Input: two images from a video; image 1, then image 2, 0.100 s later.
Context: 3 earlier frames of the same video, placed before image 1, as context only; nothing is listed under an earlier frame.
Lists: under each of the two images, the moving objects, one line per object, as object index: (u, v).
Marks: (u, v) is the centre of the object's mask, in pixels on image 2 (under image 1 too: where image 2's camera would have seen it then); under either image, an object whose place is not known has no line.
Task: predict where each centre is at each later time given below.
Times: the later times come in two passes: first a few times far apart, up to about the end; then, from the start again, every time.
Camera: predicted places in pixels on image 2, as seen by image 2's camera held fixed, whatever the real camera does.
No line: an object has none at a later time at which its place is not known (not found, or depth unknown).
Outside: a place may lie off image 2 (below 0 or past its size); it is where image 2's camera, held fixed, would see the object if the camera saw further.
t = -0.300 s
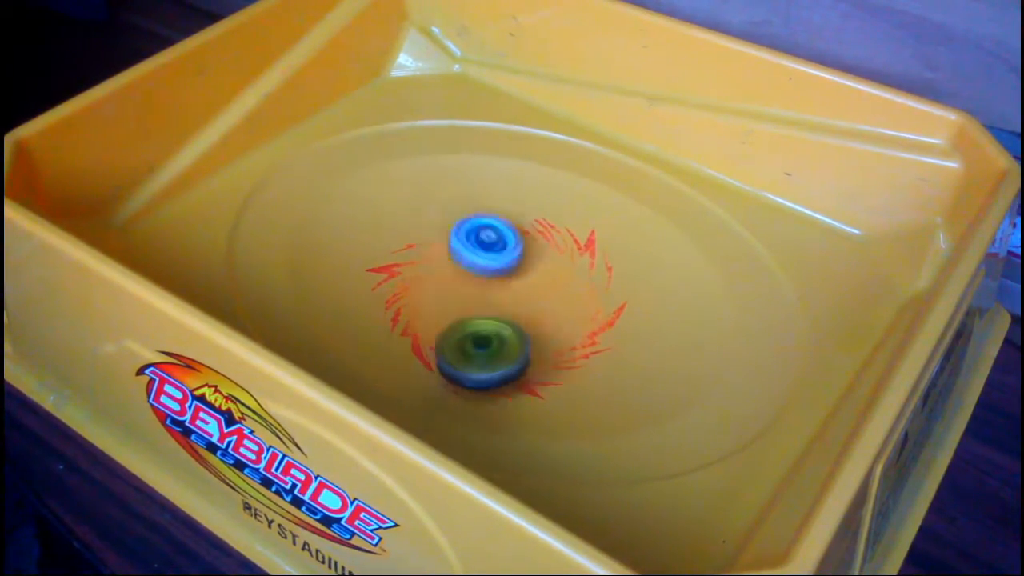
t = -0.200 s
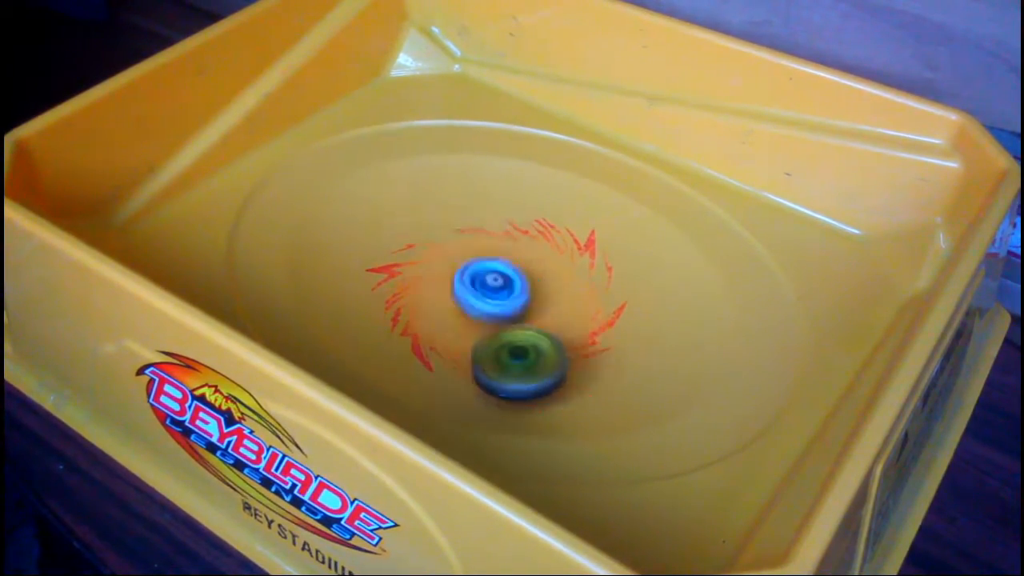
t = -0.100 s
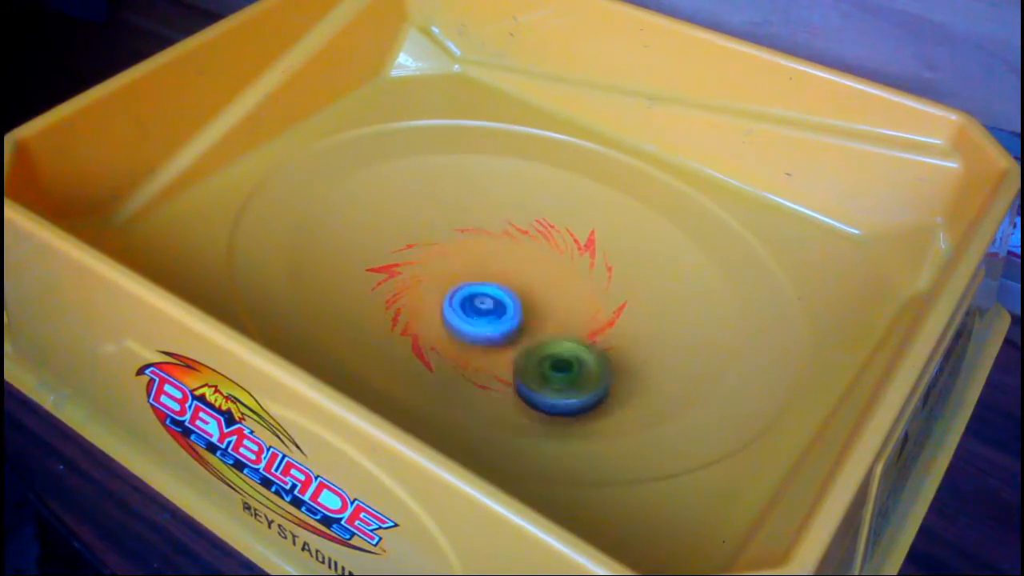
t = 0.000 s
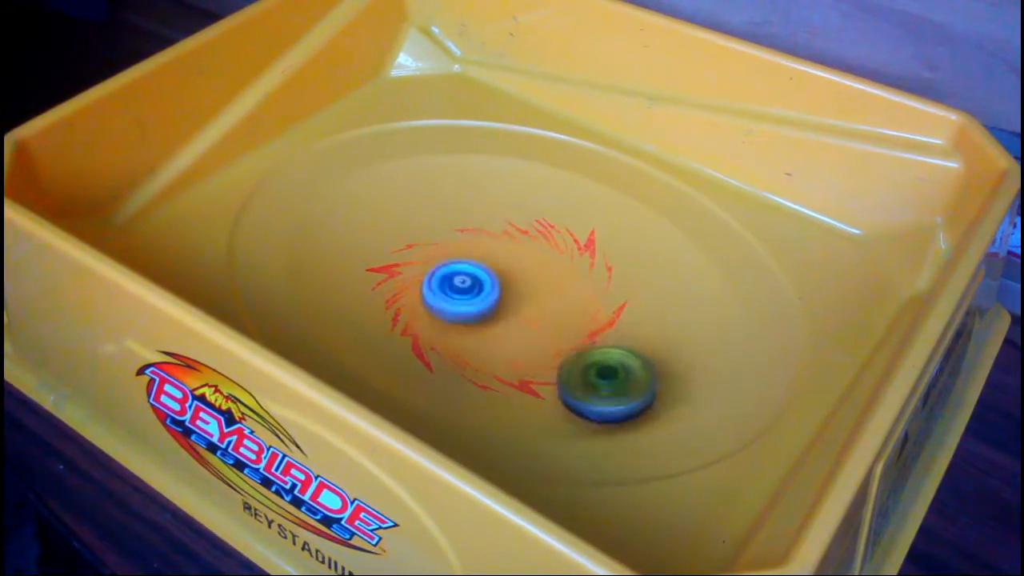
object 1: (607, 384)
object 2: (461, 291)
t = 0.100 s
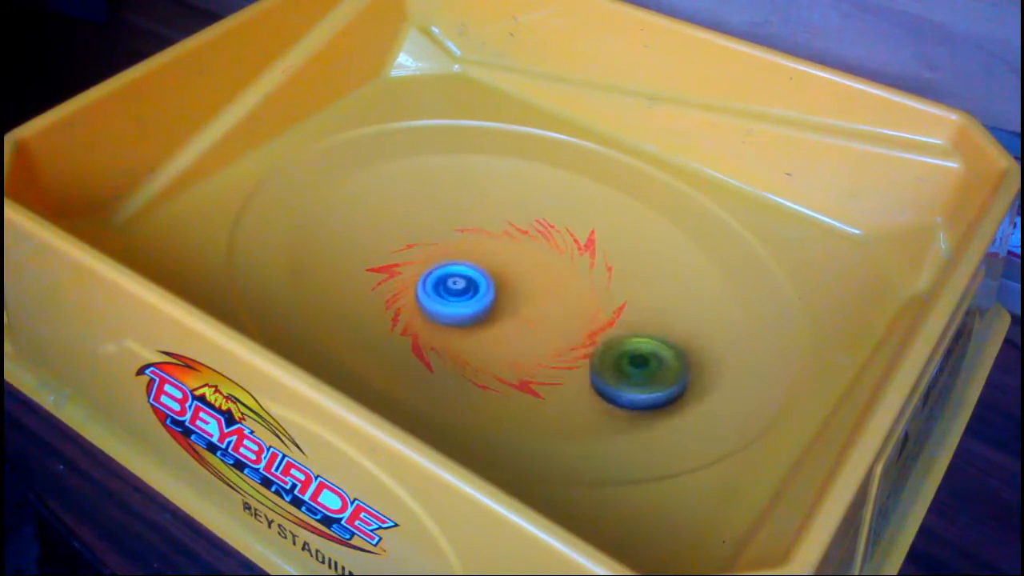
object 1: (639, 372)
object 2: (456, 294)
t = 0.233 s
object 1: (655, 345)
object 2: (457, 296)
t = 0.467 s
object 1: (618, 287)
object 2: (467, 293)
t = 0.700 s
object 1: (551, 244)
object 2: (495, 292)
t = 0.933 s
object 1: (486, 211)
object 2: (518, 298)
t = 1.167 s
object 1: (419, 196)
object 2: (532, 304)
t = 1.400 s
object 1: (380, 211)
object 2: (539, 303)
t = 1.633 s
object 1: (400, 251)
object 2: (538, 298)
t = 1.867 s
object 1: (441, 267)
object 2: (558, 295)
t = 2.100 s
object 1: (463, 270)
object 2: (577, 339)
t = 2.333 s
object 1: (489, 253)
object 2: (509, 358)
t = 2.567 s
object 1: (504, 225)
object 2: (443, 308)
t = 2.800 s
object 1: (494, 213)
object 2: (529, 268)
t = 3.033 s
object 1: (482, 225)
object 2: (627, 279)
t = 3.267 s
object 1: (507, 249)
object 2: (600, 337)
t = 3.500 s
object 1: (531, 241)
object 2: (487, 355)
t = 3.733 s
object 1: (539, 230)
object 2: (389, 278)
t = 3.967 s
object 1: (576, 237)
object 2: (393, 200)
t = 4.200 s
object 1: (617, 239)
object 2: (425, 150)
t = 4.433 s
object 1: (592, 252)
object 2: (524, 225)
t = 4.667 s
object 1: (592, 297)
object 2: (423, 277)
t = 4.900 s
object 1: (567, 331)
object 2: (343, 241)
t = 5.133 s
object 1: (523, 342)
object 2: (411, 229)
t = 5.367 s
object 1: (479, 337)
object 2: (500, 283)
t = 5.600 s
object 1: (455, 324)
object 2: (591, 301)
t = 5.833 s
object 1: (436, 286)
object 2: (595, 346)
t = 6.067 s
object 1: (432, 244)
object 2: (521, 325)
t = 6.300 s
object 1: (451, 215)
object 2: (522, 260)
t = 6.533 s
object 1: (469, 195)
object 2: (585, 237)
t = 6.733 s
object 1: (482, 201)
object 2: (590, 284)
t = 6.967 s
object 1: (503, 208)
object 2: (515, 316)
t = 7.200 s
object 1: (493, 212)
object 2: (409, 336)
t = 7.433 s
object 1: (507, 244)
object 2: (386, 260)
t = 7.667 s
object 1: (523, 281)
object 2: (488, 227)
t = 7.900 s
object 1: (519, 315)
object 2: (592, 257)
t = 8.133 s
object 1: (506, 339)
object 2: (598, 328)
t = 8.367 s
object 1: (483, 341)
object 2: (580, 354)
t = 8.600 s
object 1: (464, 315)
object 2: (574, 330)
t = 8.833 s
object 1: (449, 274)
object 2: (590, 281)
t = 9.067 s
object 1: (462, 236)
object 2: (615, 257)
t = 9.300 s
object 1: (485, 213)
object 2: (572, 263)
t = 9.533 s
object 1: (482, 193)
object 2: (535, 261)
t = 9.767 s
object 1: (478, 206)
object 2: (499, 267)
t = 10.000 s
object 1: (475, 218)
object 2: (468, 314)
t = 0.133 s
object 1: (646, 366)
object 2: (455, 294)
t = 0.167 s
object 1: (651, 360)
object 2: (455, 295)
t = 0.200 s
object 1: (654, 352)
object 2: (456, 296)
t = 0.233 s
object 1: (655, 345)
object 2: (457, 296)
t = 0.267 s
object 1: (654, 336)
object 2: (458, 296)
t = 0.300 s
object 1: (651, 328)
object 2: (459, 296)
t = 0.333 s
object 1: (647, 319)
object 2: (460, 296)
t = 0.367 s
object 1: (641, 311)
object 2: (461, 296)
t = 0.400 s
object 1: (634, 303)
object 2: (462, 295)
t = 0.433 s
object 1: (626, 295)
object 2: (465, 295)
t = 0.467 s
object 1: (618, 287)
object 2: (467, 293)
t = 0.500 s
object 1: (608, 280)
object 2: (470, 293)
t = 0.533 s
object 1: (599, 273)
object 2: (473, 292)
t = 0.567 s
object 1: (589, 266)
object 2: (477, 292)
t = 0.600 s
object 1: (579, 260)
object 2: (481, 292)
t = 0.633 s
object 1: (570, 255)
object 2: (485, 292)
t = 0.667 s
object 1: (560, 249)
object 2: (490, 292)
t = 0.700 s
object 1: (551, 244)
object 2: (495, 292)
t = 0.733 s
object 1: (542, 240)
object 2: (499, 292)
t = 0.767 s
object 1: (533, 235)
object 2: (502, 293)
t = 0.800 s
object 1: (525, 230)
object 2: (505, 294)
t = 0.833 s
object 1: (516, 224)
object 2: (509, 295)
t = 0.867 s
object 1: (507, 219)
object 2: (512, 296)
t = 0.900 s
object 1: (497, 215)
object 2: (515, 297)
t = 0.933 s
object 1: (486, 211)
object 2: (518, 298)
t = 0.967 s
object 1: (477, 207)
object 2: (521, 299)
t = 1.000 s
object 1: (466, 204)
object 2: (523, 300)
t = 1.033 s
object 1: (456, 201)
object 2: (525, 302)
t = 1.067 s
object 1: (446, 199)
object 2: (527, 303)
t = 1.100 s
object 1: (437, 197)
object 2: (529, 304)
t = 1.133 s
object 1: (427, 196)
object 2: (531, 304)
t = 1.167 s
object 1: (419, 196)
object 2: (532, 304)
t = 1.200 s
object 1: (411, 196)
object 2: (534, 304)
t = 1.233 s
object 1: (404, 197)
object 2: (535, 305)
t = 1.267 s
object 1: (397, 198)
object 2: (536, 305)
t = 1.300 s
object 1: (391, 200)
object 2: (537, 304)
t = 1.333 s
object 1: (386, 203)
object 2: (538, 304)
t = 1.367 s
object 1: (383, 207)
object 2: (539, 304)
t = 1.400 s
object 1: (380, 211)
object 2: (539, 303)
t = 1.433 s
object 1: (379, 215)
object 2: (539, 303)
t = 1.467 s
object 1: (379, 220)
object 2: (540, 303)
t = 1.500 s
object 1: (380, 227)
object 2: (540, 302)
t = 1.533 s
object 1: (383, 233)
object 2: (539, 301)
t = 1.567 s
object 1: (387, 239)
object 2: (539, 301)
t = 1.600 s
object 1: (393, 245)
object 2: (539, 300)
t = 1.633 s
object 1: (400, 251)
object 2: (538, 298)
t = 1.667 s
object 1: (407, 257)
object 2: (537, 297)
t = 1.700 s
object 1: (416, 262)
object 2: (536, 295)
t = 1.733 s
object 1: (424, 266)
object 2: (535, 294)
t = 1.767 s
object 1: (433, 269)
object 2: (535, 293)
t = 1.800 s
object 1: (443, 271)
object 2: (534, 290)
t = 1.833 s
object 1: (450, 273)
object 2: (537, 290)
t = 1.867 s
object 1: (441, 267)
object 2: (558, 295)
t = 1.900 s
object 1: (439, 264)
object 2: (572, 300)
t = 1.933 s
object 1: (441, 264)
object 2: (581, 304)
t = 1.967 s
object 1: (446, 264)
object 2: (585, 311)
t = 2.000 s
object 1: (451, 266)
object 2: (587, 318)
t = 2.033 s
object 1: (455, 268)
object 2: (587, 326)
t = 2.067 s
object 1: (459, 269)
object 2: (584, 332)
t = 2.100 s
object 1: (463, 270)
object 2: (577, 339)
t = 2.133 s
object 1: (468, 271)
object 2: (568, 343)
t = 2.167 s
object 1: (473, 273)
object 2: (556, 345)
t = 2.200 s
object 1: (477, 274)
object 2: (543, 345)
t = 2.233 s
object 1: (483, 276)
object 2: (530, 342)
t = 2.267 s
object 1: (487, 276)
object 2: (518, 338)
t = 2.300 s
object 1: (488, 265)
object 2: (515, 350)
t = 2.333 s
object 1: (489, 253)
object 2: (509, 358)
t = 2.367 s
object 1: (490, 246)
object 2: (498, 361)
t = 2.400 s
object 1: (493, 241)
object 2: (482, 357)
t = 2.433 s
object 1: (495, 238)
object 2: (466, 351)
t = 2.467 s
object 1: (496, 234)
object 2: (453, 341)
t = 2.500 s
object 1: (499, 231)
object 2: (444, 330)
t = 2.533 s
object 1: (502, 228)
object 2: (441, 318)
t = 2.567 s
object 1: (504, 225)
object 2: (443, 308)
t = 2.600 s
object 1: (504, 223)
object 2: (451, 299)
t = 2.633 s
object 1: (504, 221)
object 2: (463, 292)
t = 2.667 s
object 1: (503, 219)
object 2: (475, 286)
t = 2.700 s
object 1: (501, 216)
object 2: (489, 281)
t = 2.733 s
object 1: (498, 214)
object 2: (502, 276)
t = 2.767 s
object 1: (496, 213)
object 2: (515, 272)
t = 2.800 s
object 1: (494, 213)
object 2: (529, 268)
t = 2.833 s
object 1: (491, 213)
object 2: (543, 265)
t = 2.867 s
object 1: (488, 213)
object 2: (557, 263)
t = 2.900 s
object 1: (485, 215)
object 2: (571, 261)
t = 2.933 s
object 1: (483, 217)
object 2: (585, 261)
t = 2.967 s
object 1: (483, 219)
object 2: (601, 265)
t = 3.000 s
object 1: (482, 222)
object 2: (615, 271)
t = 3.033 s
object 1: (482, 225)
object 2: (627, 279)
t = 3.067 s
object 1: (484, 228)
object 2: (635, 288)
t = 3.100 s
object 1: (488, 232)
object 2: (639, 299)
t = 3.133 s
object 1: (491, 235)
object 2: (640, 309)
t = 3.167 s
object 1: (495, 238)
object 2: (636, 318)
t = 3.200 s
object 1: (499, 242)
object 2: (627, 327)
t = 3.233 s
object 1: (503, 245)
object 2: (614, 332)
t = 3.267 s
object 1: (507, 249)
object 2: (600, 337)
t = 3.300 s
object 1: (510, 253)
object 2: (583, 339)
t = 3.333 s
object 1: (515, 257)
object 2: (566, 338)
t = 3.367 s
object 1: (518, 261)
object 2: (548, 335)
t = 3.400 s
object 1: (522, 264)
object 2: (531, 329)
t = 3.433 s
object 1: (526, 256)
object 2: (520, 343)
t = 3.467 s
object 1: (529, 246)
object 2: (504, 352)
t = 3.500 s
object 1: (531, 241)
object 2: (487, 355)
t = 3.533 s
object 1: (534, 238)
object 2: (467, 351)
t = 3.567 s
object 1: (535, 237)
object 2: (445, 343)
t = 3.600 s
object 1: (537, 236)
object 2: (425, 332)
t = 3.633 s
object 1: (540, 235)
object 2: (409, 321)
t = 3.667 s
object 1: (542, 233)
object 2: (398, 307)
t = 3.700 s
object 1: (542, 232)
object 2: (391, 293)
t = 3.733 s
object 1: (539, 230)
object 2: (389, 278)
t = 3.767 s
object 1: (534, 229)
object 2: (393, 265)
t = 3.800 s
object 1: (530, 227)
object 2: (401, 252)
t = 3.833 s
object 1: (526, 227)
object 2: (412, 242)
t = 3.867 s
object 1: (523, 227)
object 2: (425, 234)
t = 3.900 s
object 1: (520, 228)
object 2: (440, 227)
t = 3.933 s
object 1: (550, 233)
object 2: (416, 214)
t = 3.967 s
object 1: (576, 237)
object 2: (393, 200)
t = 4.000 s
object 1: (595, 241)
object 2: (378, 188)
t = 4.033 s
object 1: (606, 244)
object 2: (372, 179)
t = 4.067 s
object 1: (611, 245)
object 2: (374, 170)
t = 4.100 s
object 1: (614, 244)
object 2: (381, 162)
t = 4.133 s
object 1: (615, 242)
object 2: (394, 154)
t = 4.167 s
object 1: (617, 240)
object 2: (408, 150)
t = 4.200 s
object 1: (617, 239)
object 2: (425, 150)
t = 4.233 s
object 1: (615, 238)
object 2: (443, 153)
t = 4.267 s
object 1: (612, 239)
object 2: (462, 159)
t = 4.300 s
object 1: (607, 240)
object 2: (479, 169)
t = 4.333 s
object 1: (603, 241)
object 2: (496, 181)
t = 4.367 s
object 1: (599, 244)
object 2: (509, 195)
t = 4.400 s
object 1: (594, 246)
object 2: (520, 211)
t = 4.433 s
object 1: (592, 252)
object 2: (524, 225)
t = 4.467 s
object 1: (593, 260)
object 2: (516, 235)
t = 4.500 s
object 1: (594, 267)
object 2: (501, 242)
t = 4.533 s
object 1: (595, 274)
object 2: (487, 250)
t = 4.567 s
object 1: (595, 279)
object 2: (471, 257)
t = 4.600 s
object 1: (594, 285)
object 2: (456, 264)
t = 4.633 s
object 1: (593, 291)
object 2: (439, 271)
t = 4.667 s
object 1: (592, 297)
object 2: (423, 277)
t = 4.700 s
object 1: (590, 302)
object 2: (407, 278)
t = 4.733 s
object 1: (587, 308)
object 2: (391, 276)
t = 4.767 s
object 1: (585, 313)
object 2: (377, 271)
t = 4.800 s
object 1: (581, 318)
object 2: (364, 265)
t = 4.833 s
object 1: (577, 322)
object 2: (353, 257)
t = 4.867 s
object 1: (572, 327)
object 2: (346, 248)
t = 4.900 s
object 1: (567, 331)
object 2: (343, 241)
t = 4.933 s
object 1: (561, 333)
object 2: (343, 233)
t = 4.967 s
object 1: (555, 336)
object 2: (346, 227)
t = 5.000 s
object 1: (549, 338)
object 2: (354, 222)
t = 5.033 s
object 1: (543, 340)
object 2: (365, 220)
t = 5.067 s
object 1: (536, 341)
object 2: (379, 221)
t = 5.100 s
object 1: (529, 342)
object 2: (395, 224)
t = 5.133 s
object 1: (523, 342)
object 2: (411, 229)
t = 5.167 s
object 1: (516, 342)
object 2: (427, 234)
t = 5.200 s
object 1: (509, 342)
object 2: (442, 242)
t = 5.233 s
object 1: (502, 341)
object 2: (456, 250)
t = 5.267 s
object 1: (496, 339)
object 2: (467, 261)
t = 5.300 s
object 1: (490, 337)
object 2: (479, 272)
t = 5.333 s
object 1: (484, 337)
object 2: (489, 280)
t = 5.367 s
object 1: (479, 337)
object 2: (500, 283)
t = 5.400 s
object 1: (473, 337)
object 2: (513, 286)
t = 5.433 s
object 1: (469, 336)
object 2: (526, 287)
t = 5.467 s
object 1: (465, 335)
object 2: (540, 288)
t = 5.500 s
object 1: (462, 332)
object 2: (554, 291)
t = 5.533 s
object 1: (460, 330)
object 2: (567, 293)
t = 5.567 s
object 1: (457, 327)
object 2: (580, 296)
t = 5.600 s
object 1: (455, 324)
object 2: (591, 301)
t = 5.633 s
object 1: (453, 320)
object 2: (599, 307)
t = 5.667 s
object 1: (452, 315)
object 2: (605, 314)
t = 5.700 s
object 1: (450, 311)
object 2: (609, 322)
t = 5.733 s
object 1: (447, 306)
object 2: (609, 329)
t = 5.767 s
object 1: (443, 299)
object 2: (608, 335)
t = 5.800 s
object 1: (440, 293)
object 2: (603, 342)
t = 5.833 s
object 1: (436, 286)
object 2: (595, 346)
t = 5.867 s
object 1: (434, 279)
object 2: (585, 349)
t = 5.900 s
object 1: (432, 273)
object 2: (573, 350)
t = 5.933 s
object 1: (432, 266)
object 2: (560, 349)
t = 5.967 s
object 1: (431, 260)
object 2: (547, 345)
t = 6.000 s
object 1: (431, 254)
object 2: (536, 340)
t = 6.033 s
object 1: (431, 249)
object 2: (526, 334)
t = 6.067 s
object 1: (432, 244)
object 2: (521, 325)
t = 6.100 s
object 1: (433, 239)
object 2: (519, 316)
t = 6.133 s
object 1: (435, 235)
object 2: (518, 306)
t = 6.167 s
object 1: (438, 231)
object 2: (517, 297)
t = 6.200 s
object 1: (441, 227)
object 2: (517, 287)
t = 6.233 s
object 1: (444, 223)
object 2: (518, 278)
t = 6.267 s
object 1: (448, 219)
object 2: (520, 269)
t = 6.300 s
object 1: (451, 215)
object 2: (522, 260)
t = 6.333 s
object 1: (455, 212)
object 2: (525, 251)
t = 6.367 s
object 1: (459, 209)
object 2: (529, 243)
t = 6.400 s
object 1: (461, 205)
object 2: (534, 236)
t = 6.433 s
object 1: (462, 201)
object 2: (545, 232)
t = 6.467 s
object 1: (464, 199)
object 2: (558, 231)
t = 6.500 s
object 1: (466, 197)
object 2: (572, 233)
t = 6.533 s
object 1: (469, 195)
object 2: (585, 237)
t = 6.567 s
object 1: (471, 194)
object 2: (595, 243)
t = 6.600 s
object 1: (474, 194)
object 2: (602, 251)
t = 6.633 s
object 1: (476, 195)
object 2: (606, 260)
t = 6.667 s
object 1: (478, 197)
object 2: (605, 269)
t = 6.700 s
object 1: (480, 198)
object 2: (599, 277)
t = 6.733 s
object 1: (482, 201)
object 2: (590, 284)
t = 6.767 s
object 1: (485, 205)
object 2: (578, 289)
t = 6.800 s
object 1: (489, 209)
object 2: (566, 289)
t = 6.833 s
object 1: (493, 214)
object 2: (553, 289)
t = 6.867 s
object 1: (498, 218)
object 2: (541, 288)
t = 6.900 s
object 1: (502, 222)
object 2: (528, 287)
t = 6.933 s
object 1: (505, 222)
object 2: (519, 294)
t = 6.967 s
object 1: (503, 208)
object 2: (515, 316)
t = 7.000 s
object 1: (503, 201)
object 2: (509, 334)
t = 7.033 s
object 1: (503, 199)
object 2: (499, 345)
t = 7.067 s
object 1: (501, 200)
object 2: (485, 349)
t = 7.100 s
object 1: (498, 202)
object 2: (466, 351)
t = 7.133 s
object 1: (496, 204)
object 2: (447, 348)
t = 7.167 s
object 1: (494, 208)
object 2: (427, 343)
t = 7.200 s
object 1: (493, 212)
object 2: (409, 336)
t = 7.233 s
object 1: (493, 217)
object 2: (393, 326)
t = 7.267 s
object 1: (494, 221)
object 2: (381, 315)
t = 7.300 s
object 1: (495, 226)
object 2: (373, 303)
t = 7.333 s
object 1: (498, 230)
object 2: (369, 291)
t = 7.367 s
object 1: (501, 235)
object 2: (371, 280)
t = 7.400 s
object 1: (504, 239)
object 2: (377, 269)
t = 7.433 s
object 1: (507, 244)
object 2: (386, 260)
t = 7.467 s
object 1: (509, 249)
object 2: (399, 252)
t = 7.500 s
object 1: (512, 254)
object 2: (414, 246)
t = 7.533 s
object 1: (514, 260)
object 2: (432, 242)
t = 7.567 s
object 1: (517, 265)
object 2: (446, 237)
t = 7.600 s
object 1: (521, 271)
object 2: (459, 232)
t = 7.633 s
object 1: (522, 276)
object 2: (473, 228)
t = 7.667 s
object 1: (523, 281)
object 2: (488, 227)
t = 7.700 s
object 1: (524, 286)
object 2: (503, 226)
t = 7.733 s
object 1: (524, 291)
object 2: (520, 227)
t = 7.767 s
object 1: (524, 297)
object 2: (536, 230)
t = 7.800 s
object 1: (523, 302)
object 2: (552, 234)
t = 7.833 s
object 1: (522, 306)
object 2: (568, 241)
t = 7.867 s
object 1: (521, 311)
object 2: (581, 248)
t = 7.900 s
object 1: (519, 315)
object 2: (592, 257)
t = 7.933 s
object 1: (517, 320)
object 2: (601, 268)
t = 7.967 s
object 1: (515, 324)
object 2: (607, 278)
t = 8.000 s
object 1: (512, 328)
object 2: (610, 289)
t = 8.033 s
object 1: (510, 331)
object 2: (610, 300)
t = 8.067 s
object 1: (510, 334)
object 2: (607, 310)
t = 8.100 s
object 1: (510, 336)
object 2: (600, 320)
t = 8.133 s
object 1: (506, 339)
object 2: (598, 328)
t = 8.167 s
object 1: (497, 341)
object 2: (607, 333)
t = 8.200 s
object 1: (493, 342)
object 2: (609, 340)
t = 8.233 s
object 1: (492, 342)
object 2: (607, 345)
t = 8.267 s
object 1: (490, 343)
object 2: (603, 350)
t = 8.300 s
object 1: (488, 343)
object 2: (594, 353)
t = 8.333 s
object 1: (488, 343)
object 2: (584, 354)
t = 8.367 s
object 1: (483, 341)
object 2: (580, 354)
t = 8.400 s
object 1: (478, 337)
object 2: (581, 354)
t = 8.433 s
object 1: (477, 335)
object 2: (578, 352)
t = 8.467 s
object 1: (475, 332)
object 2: (576, 350)
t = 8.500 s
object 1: (473, 328)
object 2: (574, 346)
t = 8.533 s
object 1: (471, 324)
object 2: (574, 342)
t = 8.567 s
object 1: (468, 319)
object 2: (573, 336)
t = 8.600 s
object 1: (464, 315)
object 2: (574, 330)
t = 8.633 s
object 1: (460, 310)
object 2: (575, 324)
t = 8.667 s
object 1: (456, 304)
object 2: (577, 317)
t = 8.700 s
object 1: (454, 298)
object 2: (579, 310)
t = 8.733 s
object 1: (452, 292)
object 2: (581, 302)
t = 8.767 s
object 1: (450, 286)
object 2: (584, 295)
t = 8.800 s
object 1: (449, 280)
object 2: (587, 288)
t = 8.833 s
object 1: (449, 274)
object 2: (590, 281)
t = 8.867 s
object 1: (449, 268)
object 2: (594, 274)
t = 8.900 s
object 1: (450, 262)
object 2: (597, 268)
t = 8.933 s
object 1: (451, 257)
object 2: (602, 264)
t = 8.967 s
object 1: (453, 251)
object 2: (606, 260)
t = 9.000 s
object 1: (455, 246)
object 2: (610, 258)
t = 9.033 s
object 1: (459, 241)
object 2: (614, 257)
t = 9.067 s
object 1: (462, 236)
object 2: (615, 257)
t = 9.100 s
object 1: (465, 232)
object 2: (616, 258)
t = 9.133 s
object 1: (469, 228)
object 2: (615, 260)
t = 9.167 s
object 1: (471, 224)
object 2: (610, 262)
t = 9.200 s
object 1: (475, 221)
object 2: (604, 264)
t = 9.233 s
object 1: (478, 218)
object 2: (594, 265)
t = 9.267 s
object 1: (481, 215)
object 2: (584, 264)
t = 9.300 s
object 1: (485, 213)
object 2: (572, 263)
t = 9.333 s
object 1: (489, 211)
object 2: (560, 258)
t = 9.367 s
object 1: (490, 208)
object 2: (552, 255)
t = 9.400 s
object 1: (486, 200)
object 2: (555, 259)
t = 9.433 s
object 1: (485, 197)
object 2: (552, 260)
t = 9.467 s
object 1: (484, 195)
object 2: (547, 261)
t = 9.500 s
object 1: (483, 193)
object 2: (541, 261)
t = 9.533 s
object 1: (482, 193)
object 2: (535, 261)
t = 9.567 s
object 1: (482, 193)
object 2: (530, 261)
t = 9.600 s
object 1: (481, 195)
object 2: (524, 261)
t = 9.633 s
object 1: (480, 197)
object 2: (518, 261)
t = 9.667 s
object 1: (480, 199)
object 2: (512, 260)
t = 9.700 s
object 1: (480, 202)
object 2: (507, 262)
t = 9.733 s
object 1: (478, 203)
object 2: (503, 265)
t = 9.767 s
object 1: (478, 206)
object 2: (499, 267)
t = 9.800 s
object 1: (478, 208)
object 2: (494, 272)
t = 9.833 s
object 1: (476, 205)
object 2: (491, 283)
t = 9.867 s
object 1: (475, 205)
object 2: (488, 290)
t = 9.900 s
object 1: (474, 208)
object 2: (484, 297)
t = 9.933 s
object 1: (473, 211)
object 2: (479, 303)
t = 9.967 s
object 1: (473, 214)
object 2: (473, 308)
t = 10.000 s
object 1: (475, 218)
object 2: (468, 314)
